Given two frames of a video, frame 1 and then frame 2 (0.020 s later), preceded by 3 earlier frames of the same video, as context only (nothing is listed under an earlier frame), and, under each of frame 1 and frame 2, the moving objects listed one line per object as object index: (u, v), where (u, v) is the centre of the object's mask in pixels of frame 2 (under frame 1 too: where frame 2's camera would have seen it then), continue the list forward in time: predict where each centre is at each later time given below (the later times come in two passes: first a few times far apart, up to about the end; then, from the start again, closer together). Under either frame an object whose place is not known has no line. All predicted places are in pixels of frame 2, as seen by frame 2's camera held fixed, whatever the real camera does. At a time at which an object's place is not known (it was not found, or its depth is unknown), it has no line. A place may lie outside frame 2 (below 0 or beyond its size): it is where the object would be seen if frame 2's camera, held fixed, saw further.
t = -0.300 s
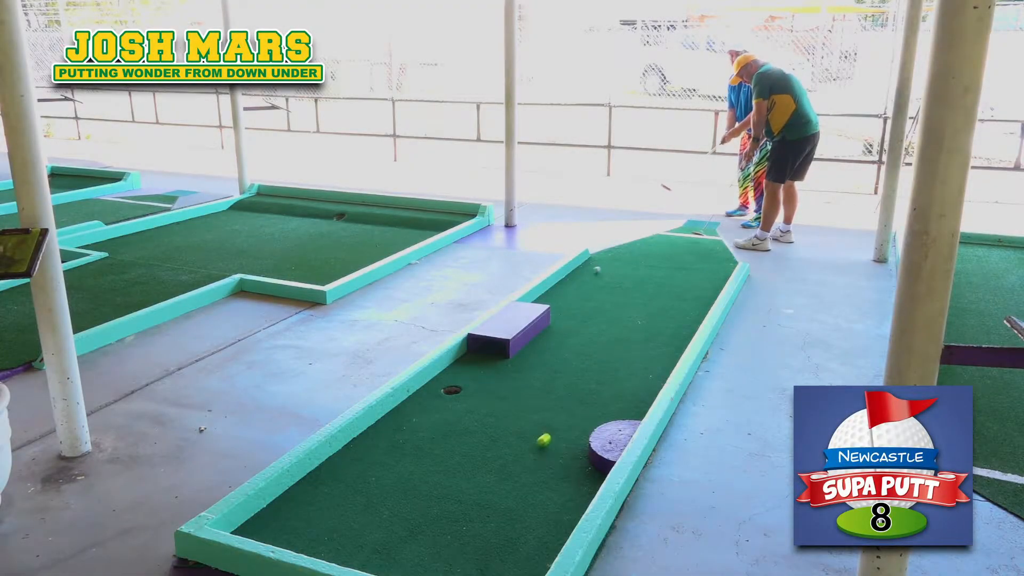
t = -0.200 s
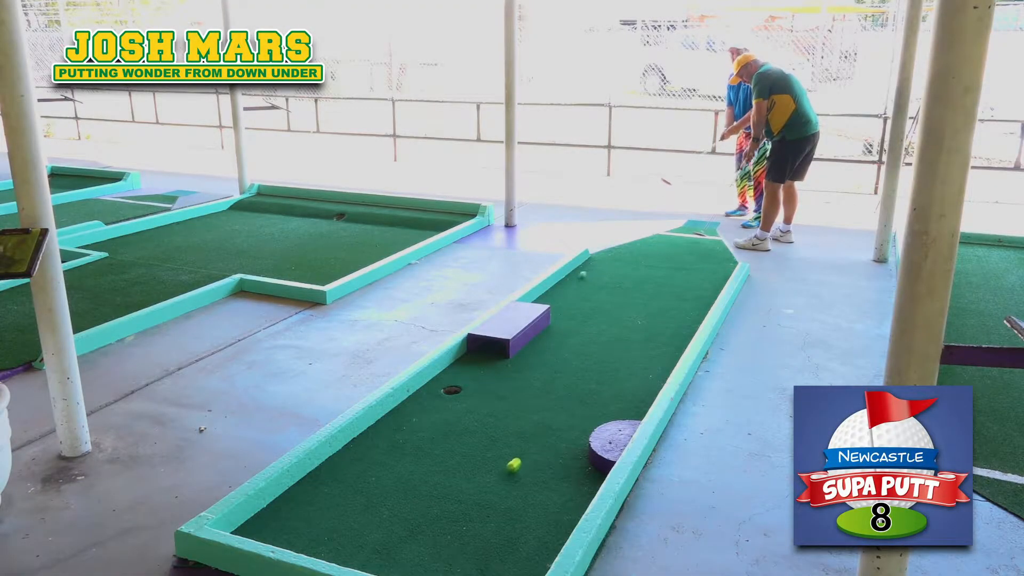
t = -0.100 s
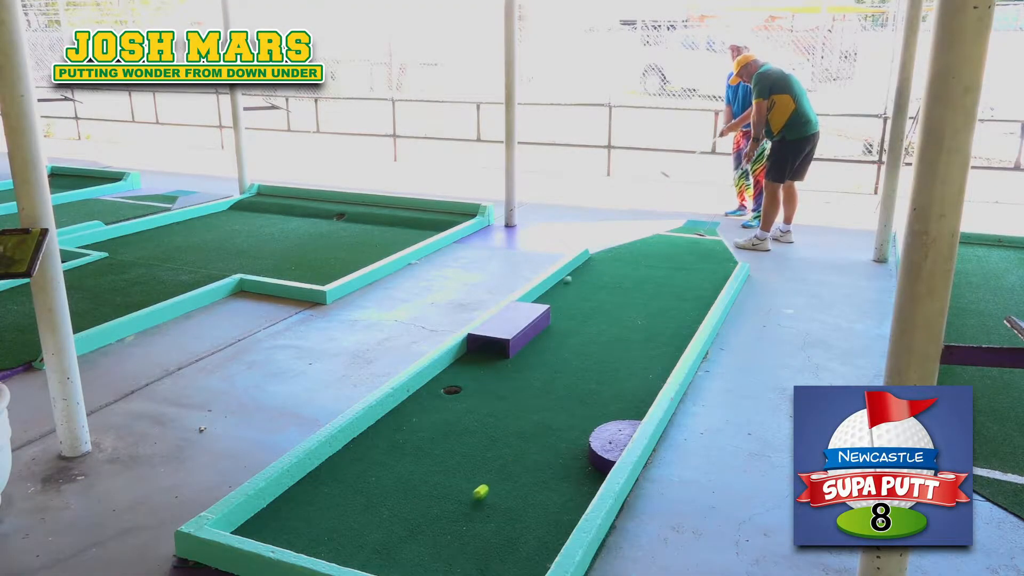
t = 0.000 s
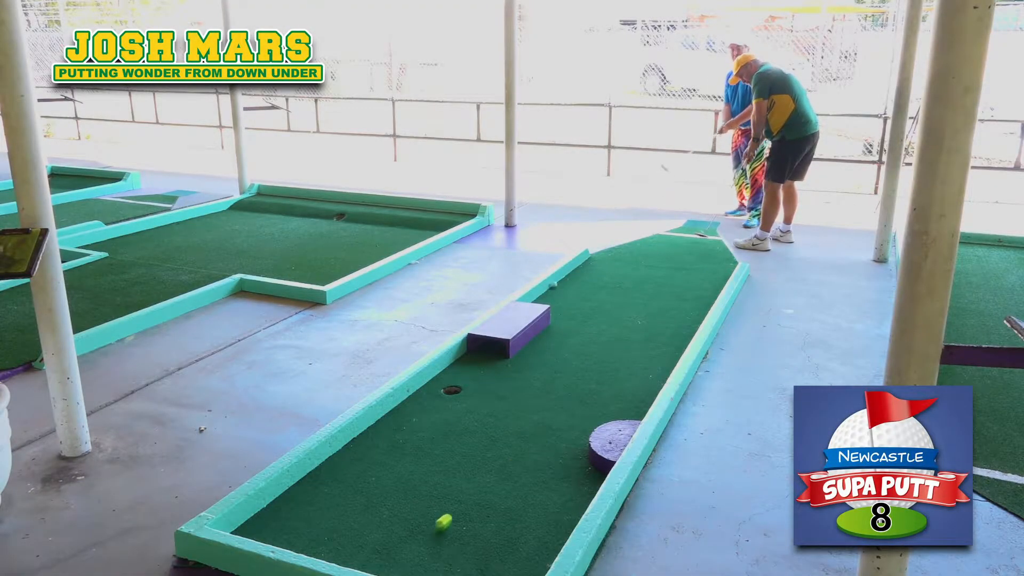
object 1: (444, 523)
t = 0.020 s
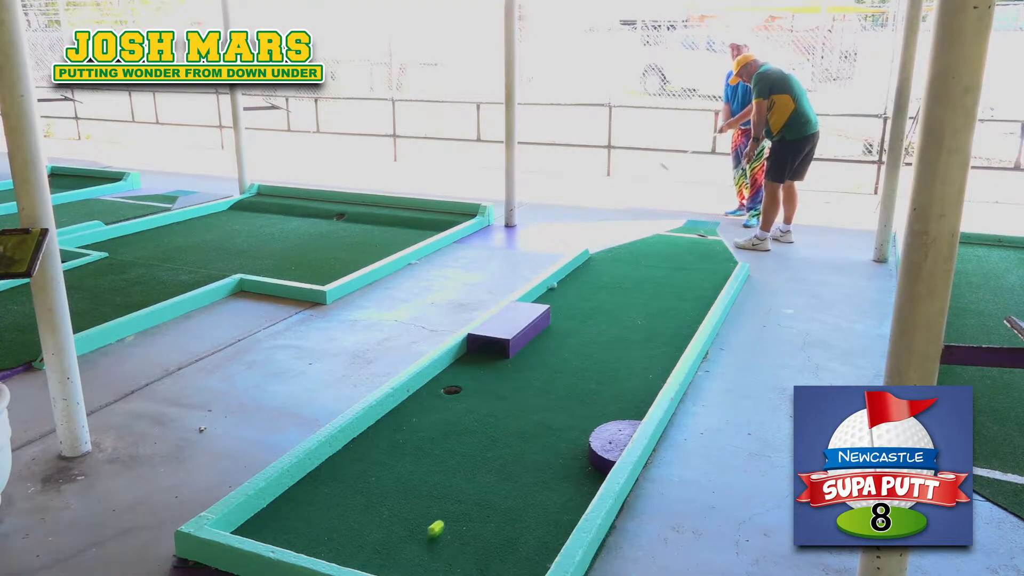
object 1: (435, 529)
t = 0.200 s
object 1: (371, 569)
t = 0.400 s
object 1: (404, 512)
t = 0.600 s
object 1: (420, 478)
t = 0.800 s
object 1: (430, 451)
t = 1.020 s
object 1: (441, 425)
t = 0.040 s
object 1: (427, 536)
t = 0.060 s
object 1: (419, 542)
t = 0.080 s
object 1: (411, 549)
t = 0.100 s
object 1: (402, 556)
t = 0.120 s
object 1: (393, 563)
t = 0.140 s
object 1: (384, 569)
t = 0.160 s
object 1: (377, 572)
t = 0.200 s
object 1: (371, 569)
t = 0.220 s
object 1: (373, 563)
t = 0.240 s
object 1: (377, 555)
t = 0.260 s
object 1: (382, 548)
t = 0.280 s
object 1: (385, 542)
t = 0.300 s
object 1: (390, 538)
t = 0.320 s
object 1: (393, 534)
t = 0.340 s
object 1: (397, 531)
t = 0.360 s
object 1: (399, 524)
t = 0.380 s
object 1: (401, 517)
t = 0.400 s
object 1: (404, 512)
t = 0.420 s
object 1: (406, 508)
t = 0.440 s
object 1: (408, 505)
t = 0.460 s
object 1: (410, 503)
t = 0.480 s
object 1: (412, 498)
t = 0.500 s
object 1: (413, 493)
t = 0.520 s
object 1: (415, 490)
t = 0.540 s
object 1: (416, 487)
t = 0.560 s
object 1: (417, 485)
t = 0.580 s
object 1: (418, 481)
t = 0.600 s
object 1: (420, 478)
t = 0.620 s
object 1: (421, 475)
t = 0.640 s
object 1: (422, 473)
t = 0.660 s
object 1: (423, 470)
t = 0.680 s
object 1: (424, 467)
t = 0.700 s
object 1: (425, 465)
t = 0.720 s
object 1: (426, 462)
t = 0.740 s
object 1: (427, 459)
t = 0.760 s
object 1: (428, 456)
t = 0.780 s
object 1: (429, 453)
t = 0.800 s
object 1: (430, 451)
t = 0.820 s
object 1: (432, 448)
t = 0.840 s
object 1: (432, 446)
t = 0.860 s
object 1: (433, 443)
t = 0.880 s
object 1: (434, 441)
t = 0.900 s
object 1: (435, 439)
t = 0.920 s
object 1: (436, 436)
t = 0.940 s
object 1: (437, 434)
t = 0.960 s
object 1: (438, 432)
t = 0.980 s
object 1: (439, 429)
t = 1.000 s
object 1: (440, 427)
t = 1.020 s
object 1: (441, 425)
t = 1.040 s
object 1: (442, 423)
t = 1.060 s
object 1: (443, 421)
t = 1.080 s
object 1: (444, 419)
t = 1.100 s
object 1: (445, 417)
